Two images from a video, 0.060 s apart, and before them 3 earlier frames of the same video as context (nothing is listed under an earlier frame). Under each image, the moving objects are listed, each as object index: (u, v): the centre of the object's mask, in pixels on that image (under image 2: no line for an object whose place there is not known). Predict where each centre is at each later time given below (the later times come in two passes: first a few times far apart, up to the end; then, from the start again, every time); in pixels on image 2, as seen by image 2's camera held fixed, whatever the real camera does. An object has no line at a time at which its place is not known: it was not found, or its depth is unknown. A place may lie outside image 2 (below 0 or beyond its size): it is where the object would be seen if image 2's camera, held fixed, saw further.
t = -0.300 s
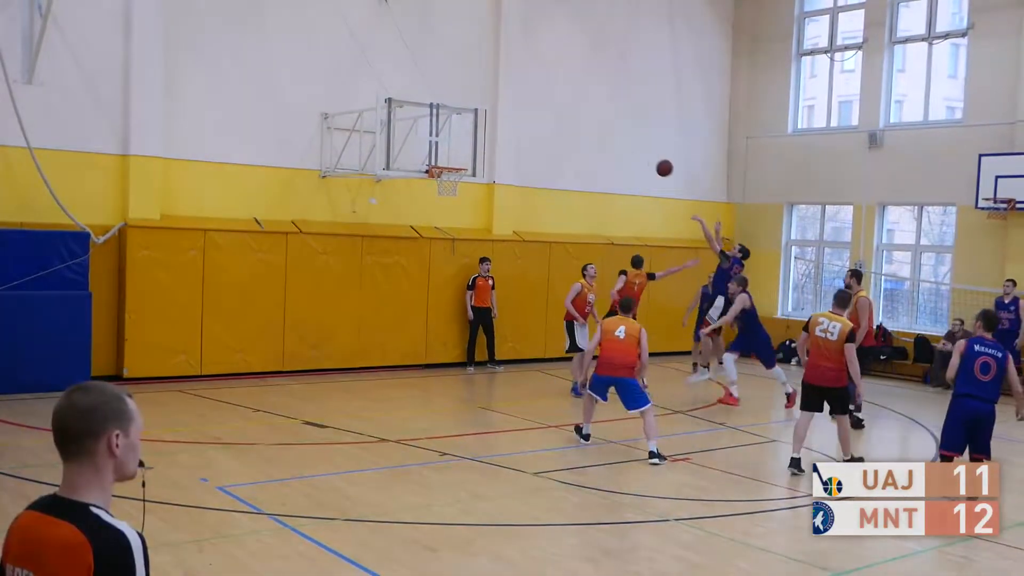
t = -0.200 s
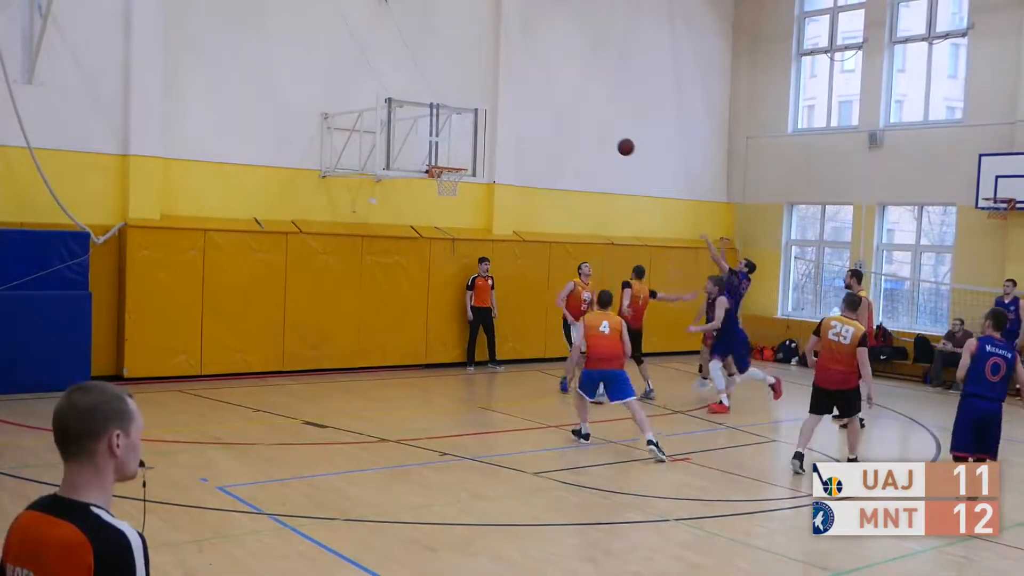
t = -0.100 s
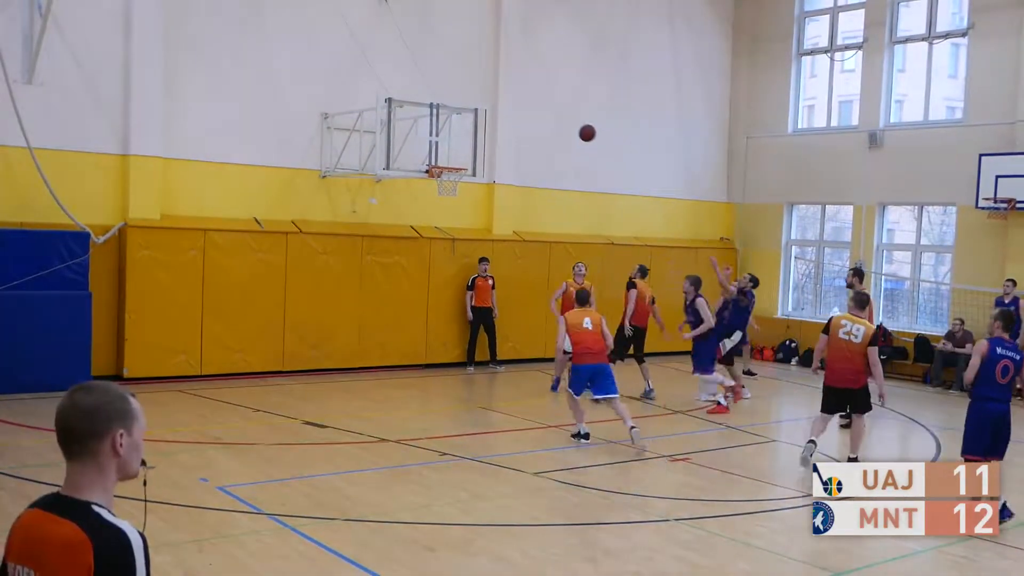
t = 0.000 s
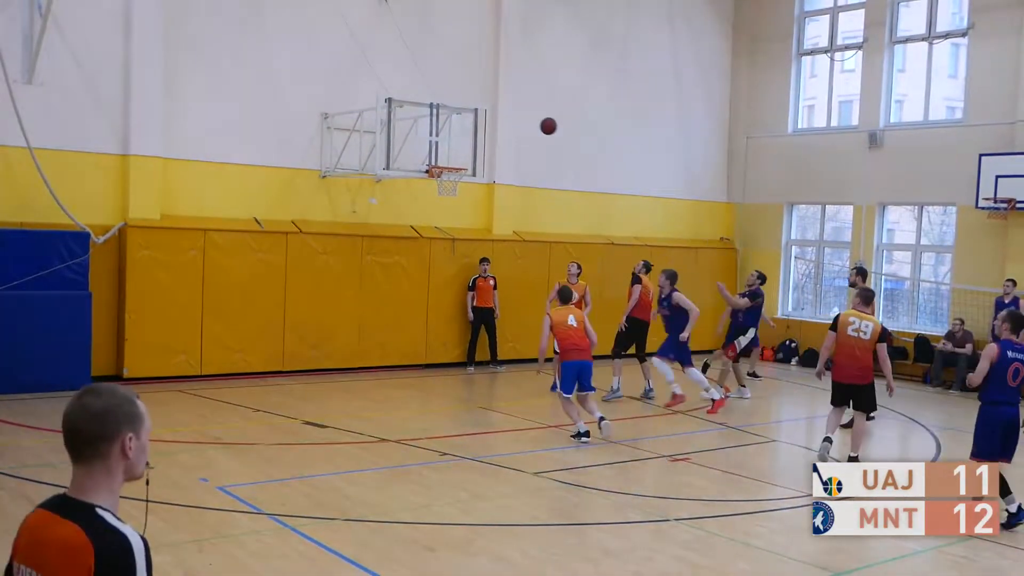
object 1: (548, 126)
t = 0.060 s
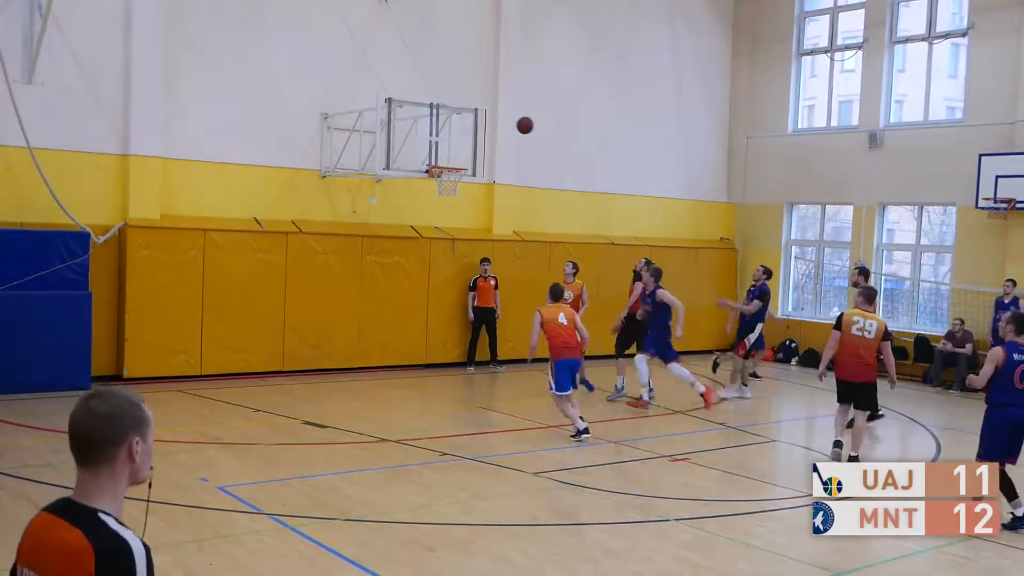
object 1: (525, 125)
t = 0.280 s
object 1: (448, 143)
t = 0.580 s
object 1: (483, 157)
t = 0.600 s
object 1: (487, 158)
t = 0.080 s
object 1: (517, 125)
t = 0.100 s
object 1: (509, 126)
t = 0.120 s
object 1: (501, 127)
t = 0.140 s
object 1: (494, 128)
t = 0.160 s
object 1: (486, 130)
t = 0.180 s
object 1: (478, 131)
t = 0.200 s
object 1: (470, 133)
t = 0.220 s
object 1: (462, 136)
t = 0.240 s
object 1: (454, 138)
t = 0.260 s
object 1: (449, 141)
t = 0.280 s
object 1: (448, 143)
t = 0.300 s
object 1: (447, 146)
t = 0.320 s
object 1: (446, 149)
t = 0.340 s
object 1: (445, 152)
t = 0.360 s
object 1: (443, 156)
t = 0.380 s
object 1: (442, 159)
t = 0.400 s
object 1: (443, 160)
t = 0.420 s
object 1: (448, 159)
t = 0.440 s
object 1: (452, 158)
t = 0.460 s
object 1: (457, 157)
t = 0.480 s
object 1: (461, 156)
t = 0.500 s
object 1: (466, 156)
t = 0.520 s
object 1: (470, 155)
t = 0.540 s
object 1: (474, 155)
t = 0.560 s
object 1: (479, 156)
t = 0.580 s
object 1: (483, 157)
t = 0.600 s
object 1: (487, 158)
